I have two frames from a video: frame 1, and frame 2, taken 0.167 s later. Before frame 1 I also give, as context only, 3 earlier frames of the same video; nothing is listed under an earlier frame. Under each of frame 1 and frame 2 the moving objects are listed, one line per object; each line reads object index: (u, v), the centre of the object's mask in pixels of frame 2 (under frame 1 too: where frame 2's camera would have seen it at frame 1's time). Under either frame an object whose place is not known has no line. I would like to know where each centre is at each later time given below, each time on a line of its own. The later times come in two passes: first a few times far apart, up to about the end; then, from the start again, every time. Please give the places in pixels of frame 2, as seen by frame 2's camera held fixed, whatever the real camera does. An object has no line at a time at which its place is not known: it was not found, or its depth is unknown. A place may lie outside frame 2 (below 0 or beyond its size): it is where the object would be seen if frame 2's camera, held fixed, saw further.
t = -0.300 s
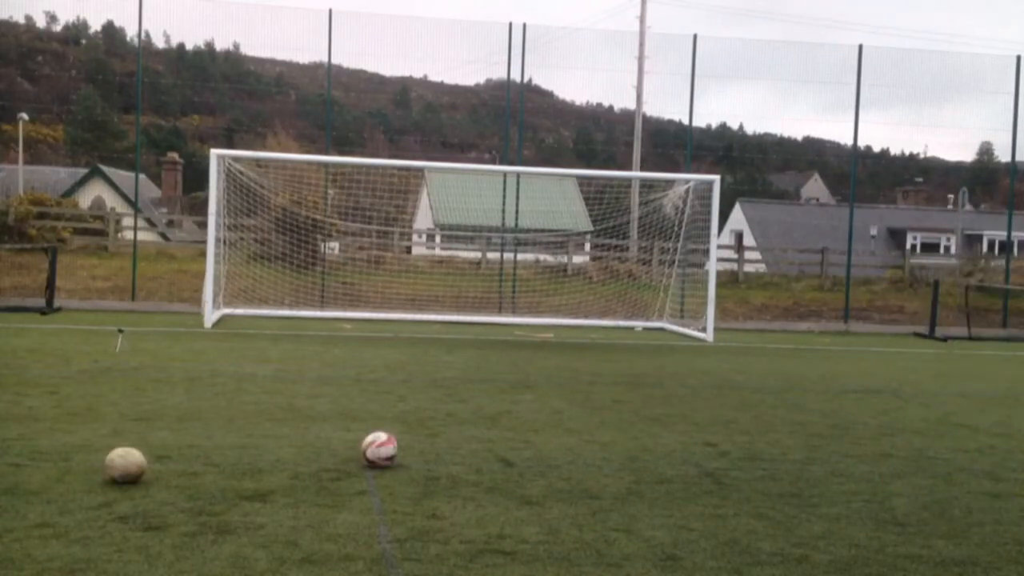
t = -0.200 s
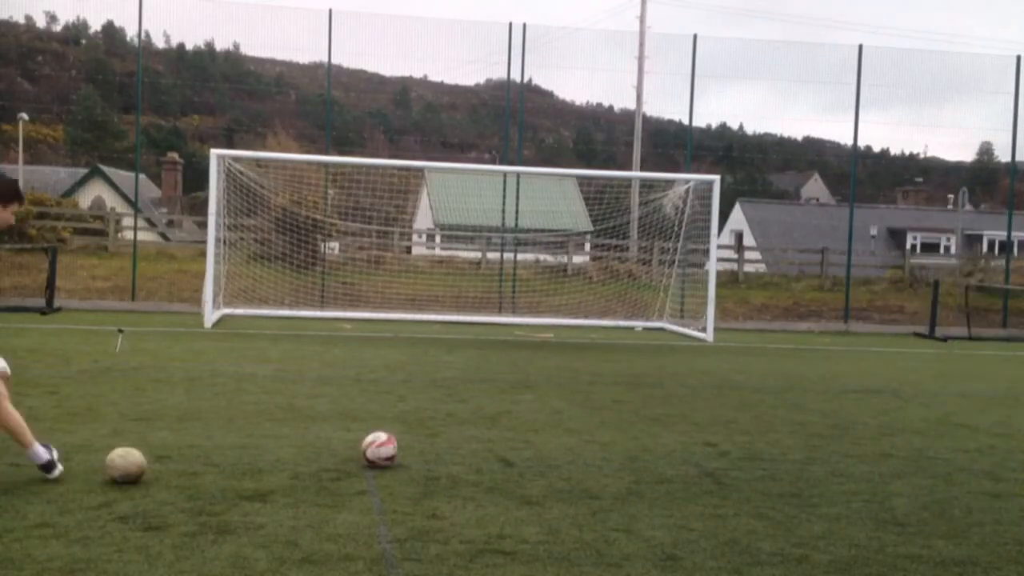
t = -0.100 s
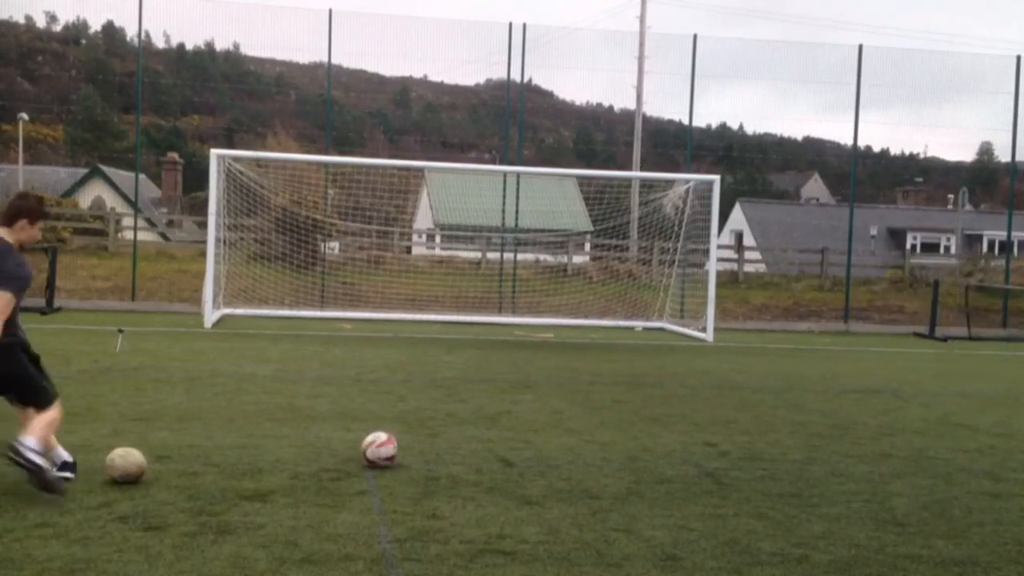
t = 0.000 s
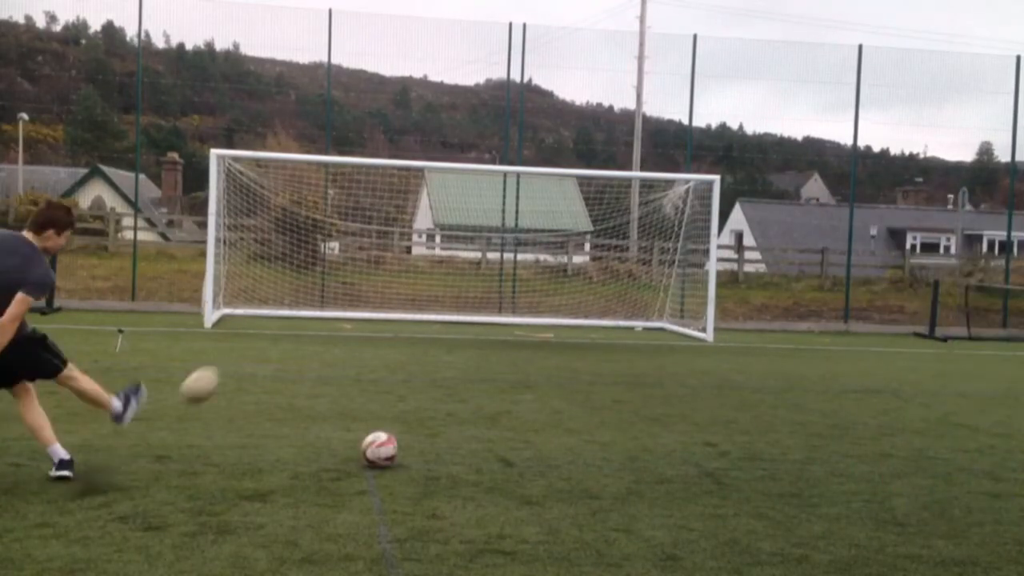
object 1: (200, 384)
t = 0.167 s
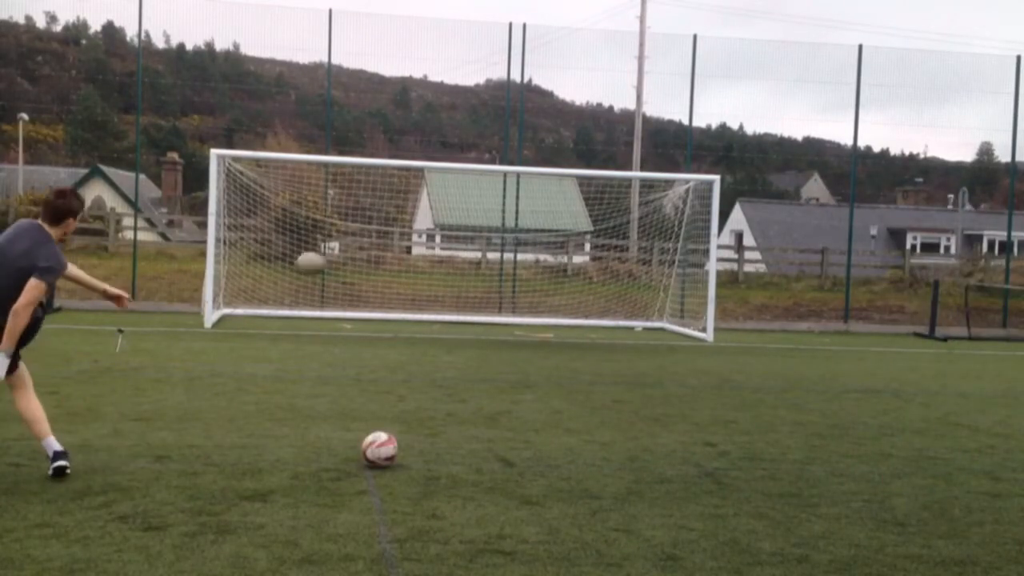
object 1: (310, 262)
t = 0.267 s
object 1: (345, 223)
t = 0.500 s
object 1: (386, 183)
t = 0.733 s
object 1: (402, 190)
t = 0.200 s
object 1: (324, 247)
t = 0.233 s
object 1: (336, 234)
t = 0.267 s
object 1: (345, 223)
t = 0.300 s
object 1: (353, 215)
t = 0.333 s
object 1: (361, 206)
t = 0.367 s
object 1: (368, 199)
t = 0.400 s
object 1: (373, 196)
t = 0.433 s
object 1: (379, 189)
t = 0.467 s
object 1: (382, 186)
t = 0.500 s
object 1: (386, 183)
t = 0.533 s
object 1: (390, 180)
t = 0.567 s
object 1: (393, 179)
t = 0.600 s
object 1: (394, 178)
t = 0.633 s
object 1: (397, 178)
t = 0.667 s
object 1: (399, 179)
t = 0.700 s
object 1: (399, 182)
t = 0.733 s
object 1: (402, 190)
